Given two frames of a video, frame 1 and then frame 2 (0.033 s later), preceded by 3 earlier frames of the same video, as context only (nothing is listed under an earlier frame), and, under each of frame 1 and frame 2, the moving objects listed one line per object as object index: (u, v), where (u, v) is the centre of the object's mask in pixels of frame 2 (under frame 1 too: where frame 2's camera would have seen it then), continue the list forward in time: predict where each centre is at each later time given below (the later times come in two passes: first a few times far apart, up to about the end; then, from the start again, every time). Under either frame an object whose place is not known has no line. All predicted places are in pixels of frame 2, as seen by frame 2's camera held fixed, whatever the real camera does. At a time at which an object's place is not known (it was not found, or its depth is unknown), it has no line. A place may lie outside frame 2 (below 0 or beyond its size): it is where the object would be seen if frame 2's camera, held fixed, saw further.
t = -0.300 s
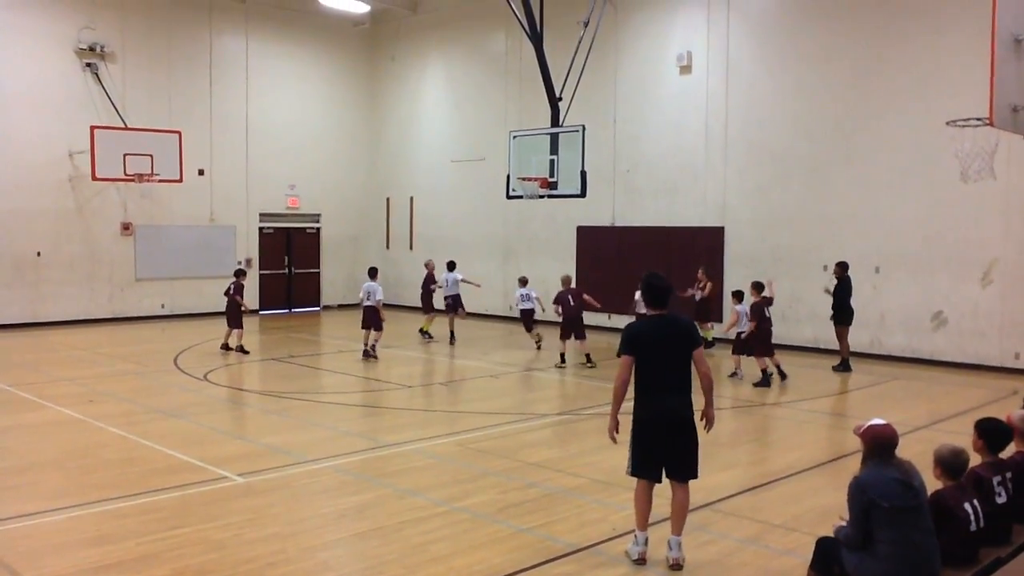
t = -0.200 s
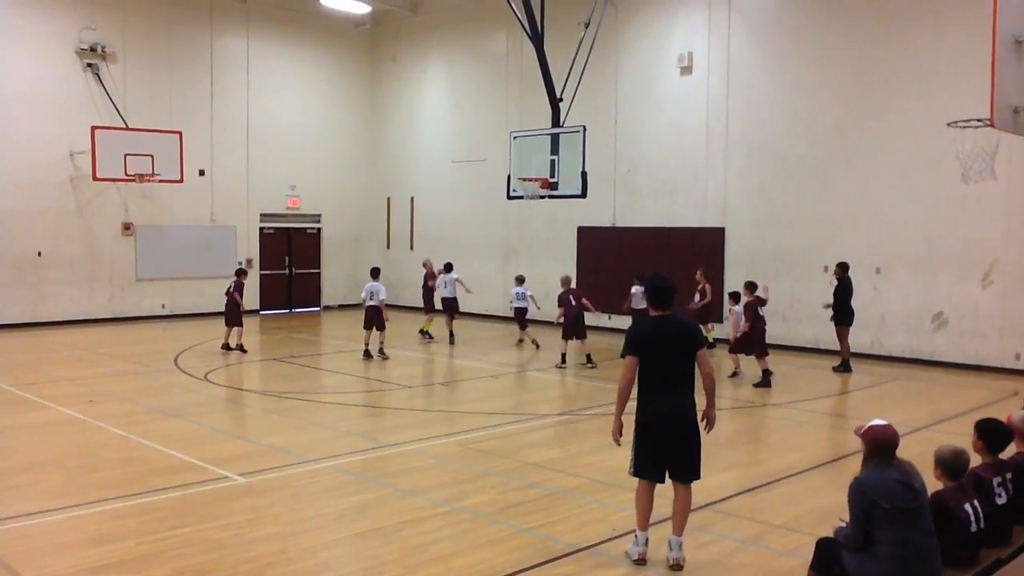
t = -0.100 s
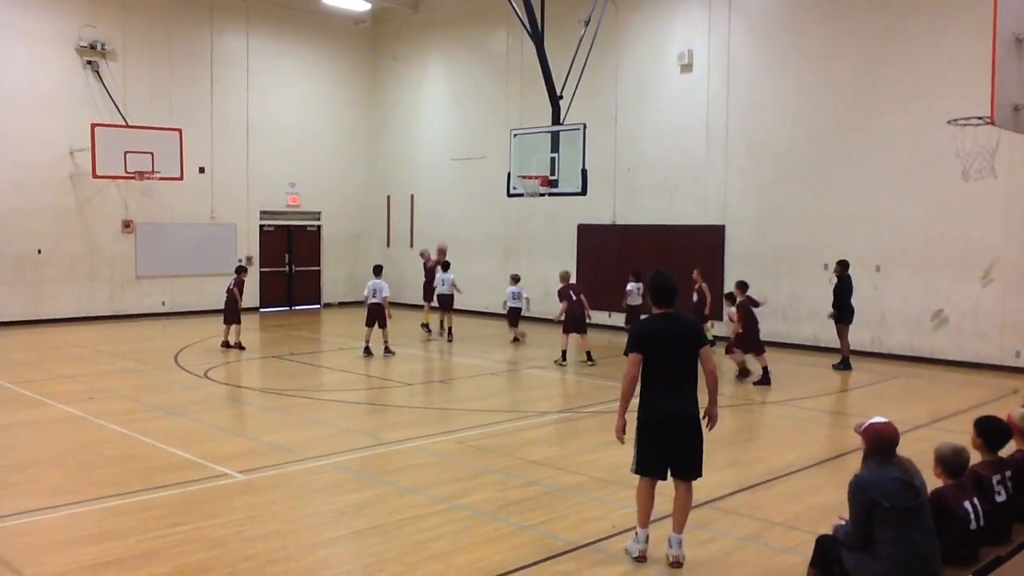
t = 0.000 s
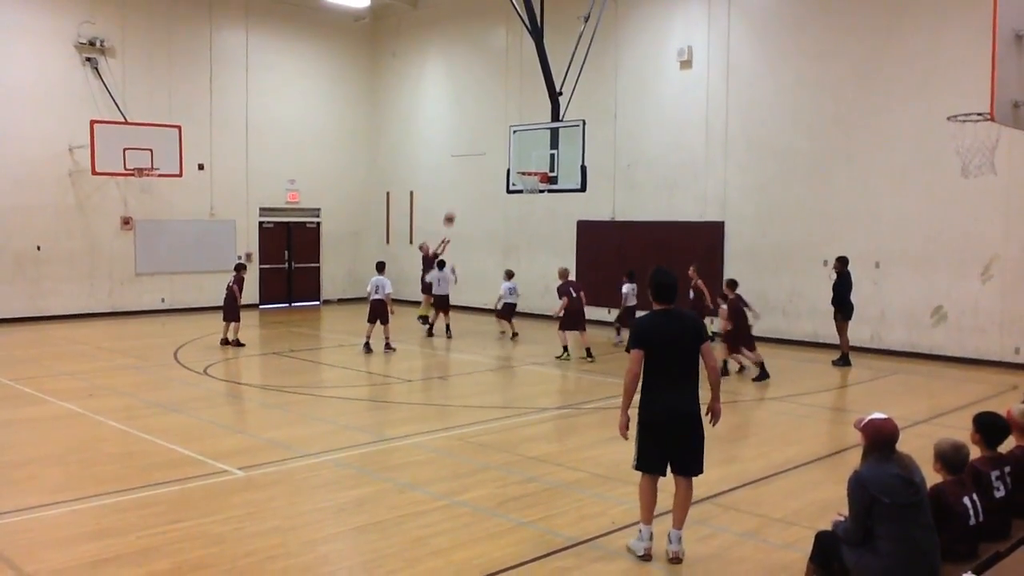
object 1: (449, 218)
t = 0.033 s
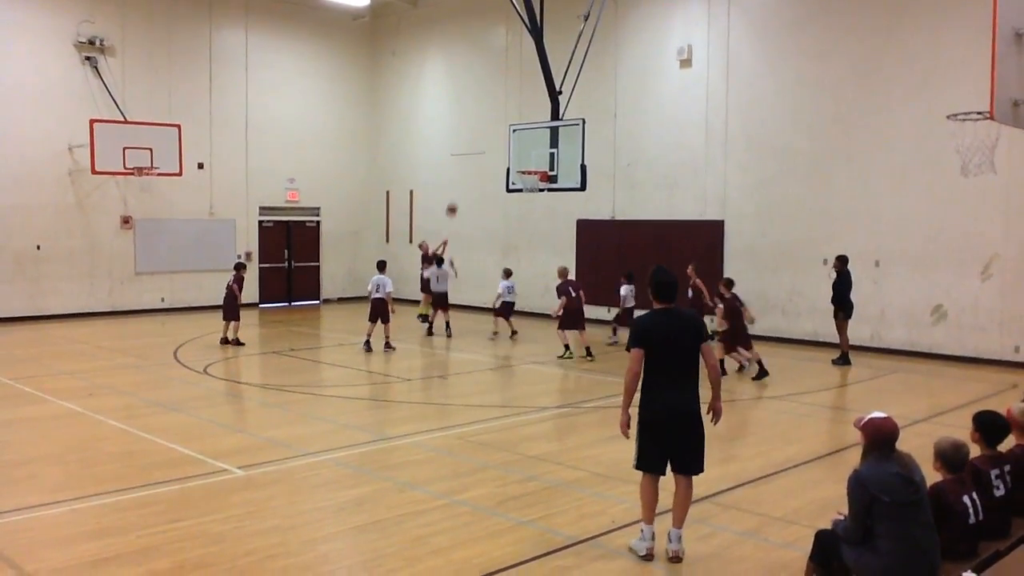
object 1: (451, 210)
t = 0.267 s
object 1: (471, 165)
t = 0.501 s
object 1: (491, 147)
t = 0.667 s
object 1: (506, 152)
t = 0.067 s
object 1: (454, 201)
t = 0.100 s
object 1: (457, 194)
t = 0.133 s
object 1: (459, 187)
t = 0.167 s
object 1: (462, 180)
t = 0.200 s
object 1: (465, 175)
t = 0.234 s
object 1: (468, 169)
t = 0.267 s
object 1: (471, 165)
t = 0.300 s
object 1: (474, 161)
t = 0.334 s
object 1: (477, 157)
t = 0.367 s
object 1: (480, 154)
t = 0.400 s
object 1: (482, 151)
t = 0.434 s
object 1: (485, 149)
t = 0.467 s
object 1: (488, 148)
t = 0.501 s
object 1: (491, 147)
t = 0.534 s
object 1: (494, 147)
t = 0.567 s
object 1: (497, 147)
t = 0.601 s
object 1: (500, 148)
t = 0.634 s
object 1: (503, 149)
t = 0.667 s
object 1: (506, 152)
